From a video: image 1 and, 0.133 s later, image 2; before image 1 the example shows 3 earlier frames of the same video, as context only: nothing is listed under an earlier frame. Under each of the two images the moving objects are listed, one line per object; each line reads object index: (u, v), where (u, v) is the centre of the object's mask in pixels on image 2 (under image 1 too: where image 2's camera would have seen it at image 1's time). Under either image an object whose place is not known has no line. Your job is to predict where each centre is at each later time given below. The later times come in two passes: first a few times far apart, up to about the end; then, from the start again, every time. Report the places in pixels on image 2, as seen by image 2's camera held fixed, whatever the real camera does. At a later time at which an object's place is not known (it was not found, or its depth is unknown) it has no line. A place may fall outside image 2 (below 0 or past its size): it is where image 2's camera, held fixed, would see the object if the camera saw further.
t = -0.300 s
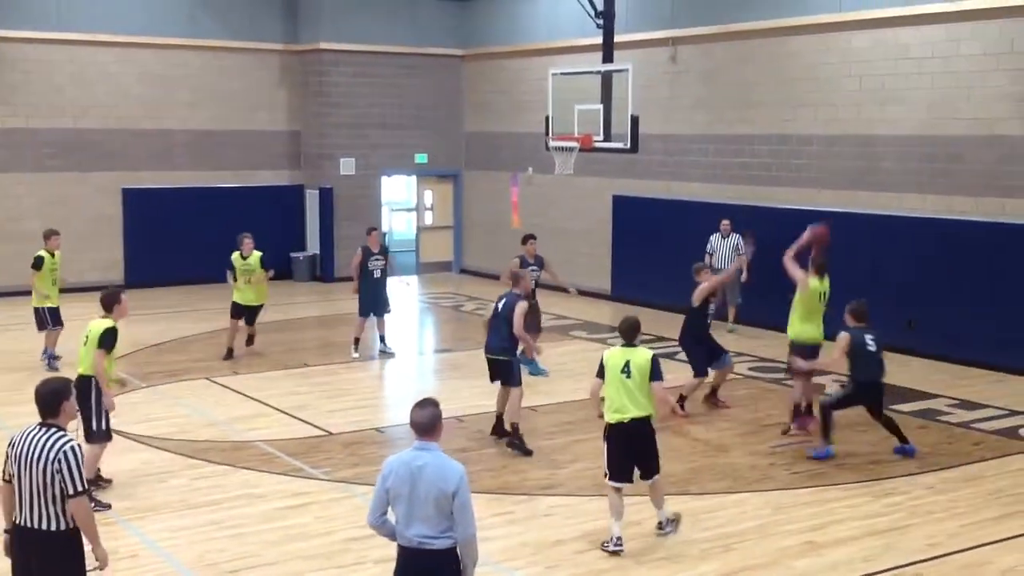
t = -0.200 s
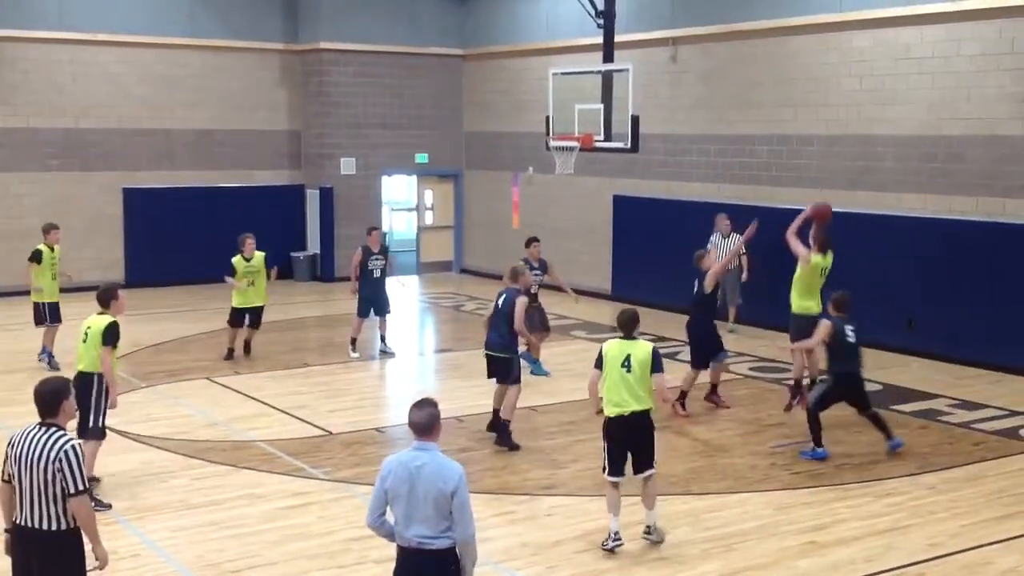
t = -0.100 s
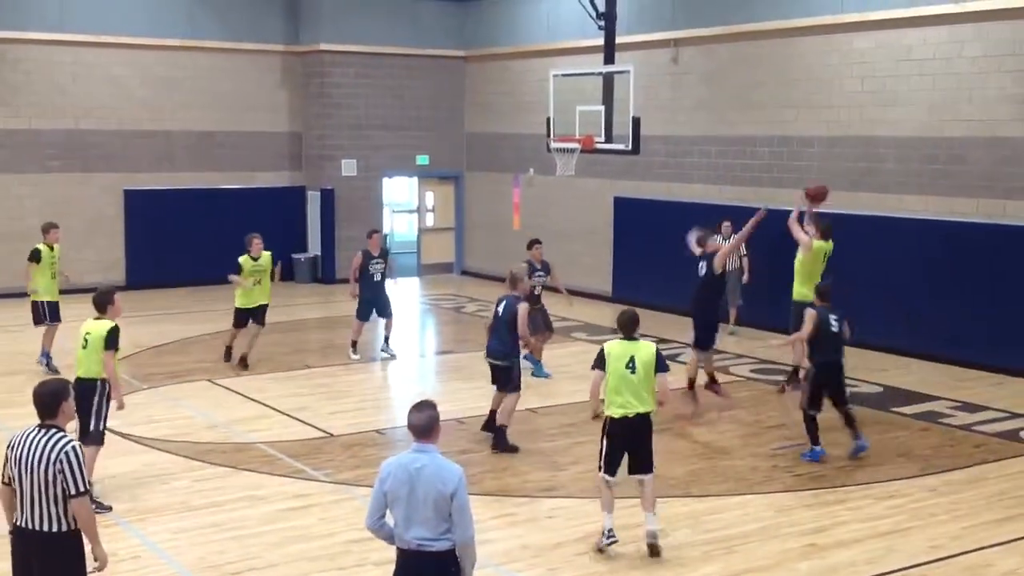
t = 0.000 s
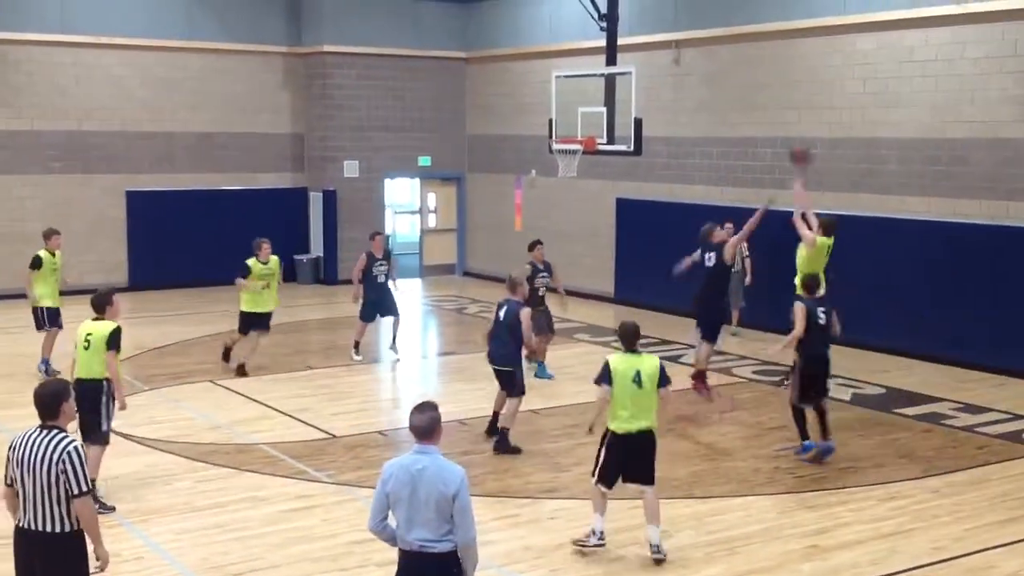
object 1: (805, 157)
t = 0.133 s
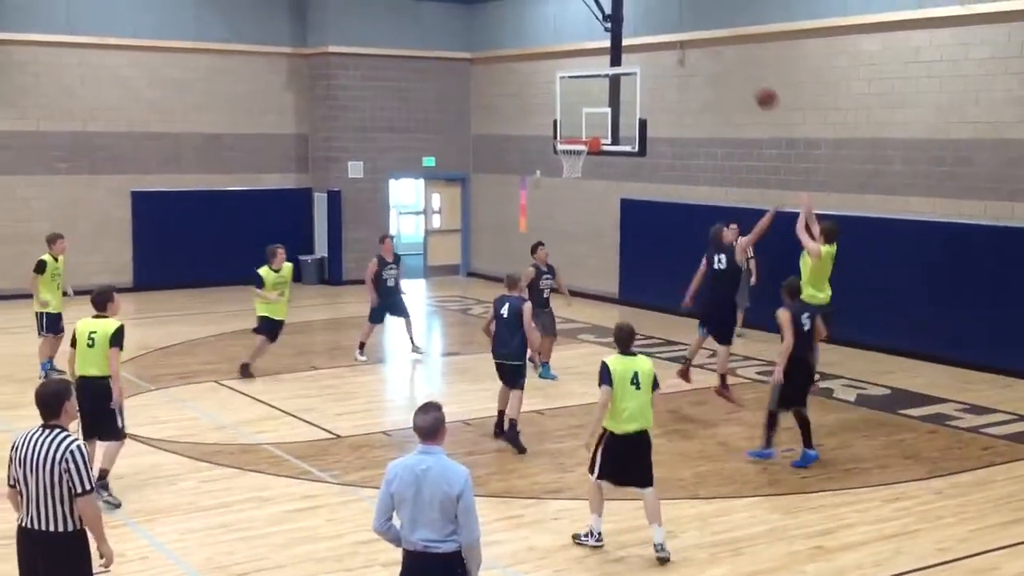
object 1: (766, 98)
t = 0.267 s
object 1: (730, 60)
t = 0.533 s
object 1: (661, 34)
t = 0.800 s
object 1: (601, 67)
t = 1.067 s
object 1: (547, 153)
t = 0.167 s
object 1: (757, 87)
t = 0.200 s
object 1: (749, 77)
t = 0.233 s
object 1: (739, 68)
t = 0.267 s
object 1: (730, 60)
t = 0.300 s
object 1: (722, 53)
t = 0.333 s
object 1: (713, 48)
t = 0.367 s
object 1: (703, 42)
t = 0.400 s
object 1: (696, 39)
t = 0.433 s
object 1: (687, 37)
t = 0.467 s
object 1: (679, 35)
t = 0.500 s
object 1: (670, 34)
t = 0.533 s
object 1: (661, 34)
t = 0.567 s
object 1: (654, 35)
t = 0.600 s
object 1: (646, 37)
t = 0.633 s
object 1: (639, 40)
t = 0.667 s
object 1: (632, 43)
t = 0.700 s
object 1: (624, 48)
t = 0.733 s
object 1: (616, 54)
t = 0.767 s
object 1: (610, 59)
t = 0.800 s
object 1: (601, 67)
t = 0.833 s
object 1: (594, 76)
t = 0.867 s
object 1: (588, 85)
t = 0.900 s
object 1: (582, 93)
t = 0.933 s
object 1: (575, 103)
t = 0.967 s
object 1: (569, 113)
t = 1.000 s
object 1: (560, 126)
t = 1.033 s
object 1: (550, 140)
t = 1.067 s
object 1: (547, 153)
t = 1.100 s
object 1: (544, 164)
